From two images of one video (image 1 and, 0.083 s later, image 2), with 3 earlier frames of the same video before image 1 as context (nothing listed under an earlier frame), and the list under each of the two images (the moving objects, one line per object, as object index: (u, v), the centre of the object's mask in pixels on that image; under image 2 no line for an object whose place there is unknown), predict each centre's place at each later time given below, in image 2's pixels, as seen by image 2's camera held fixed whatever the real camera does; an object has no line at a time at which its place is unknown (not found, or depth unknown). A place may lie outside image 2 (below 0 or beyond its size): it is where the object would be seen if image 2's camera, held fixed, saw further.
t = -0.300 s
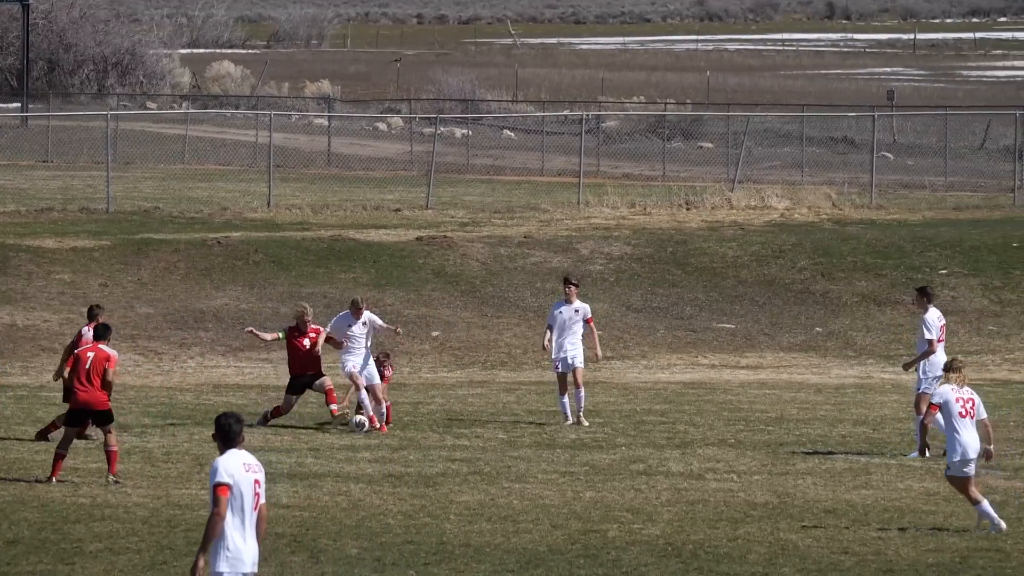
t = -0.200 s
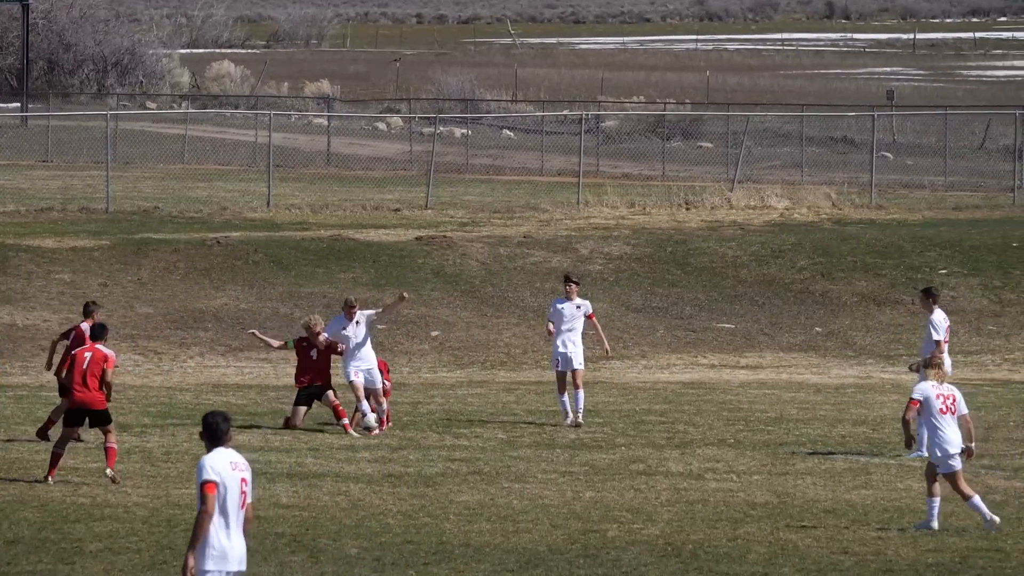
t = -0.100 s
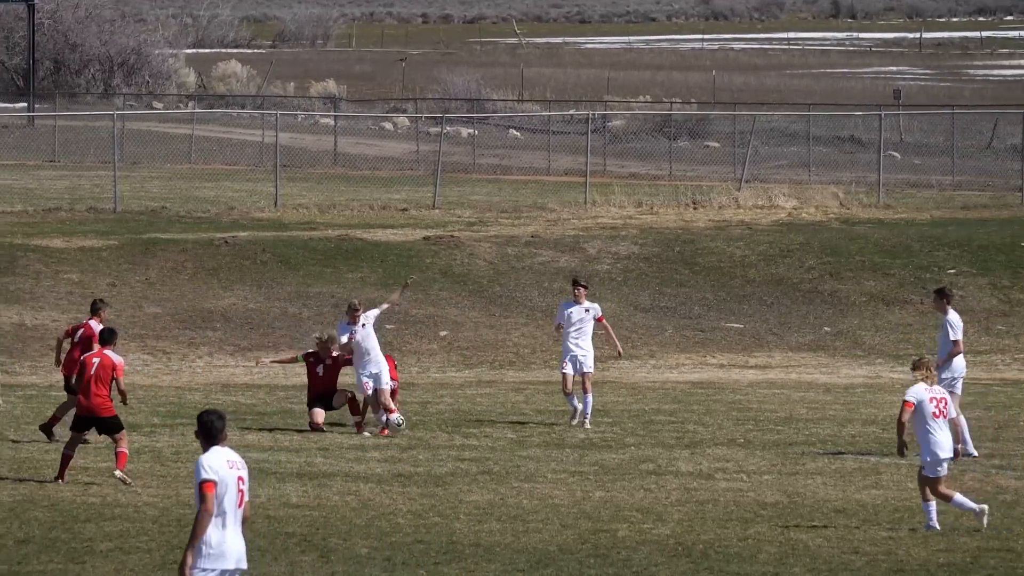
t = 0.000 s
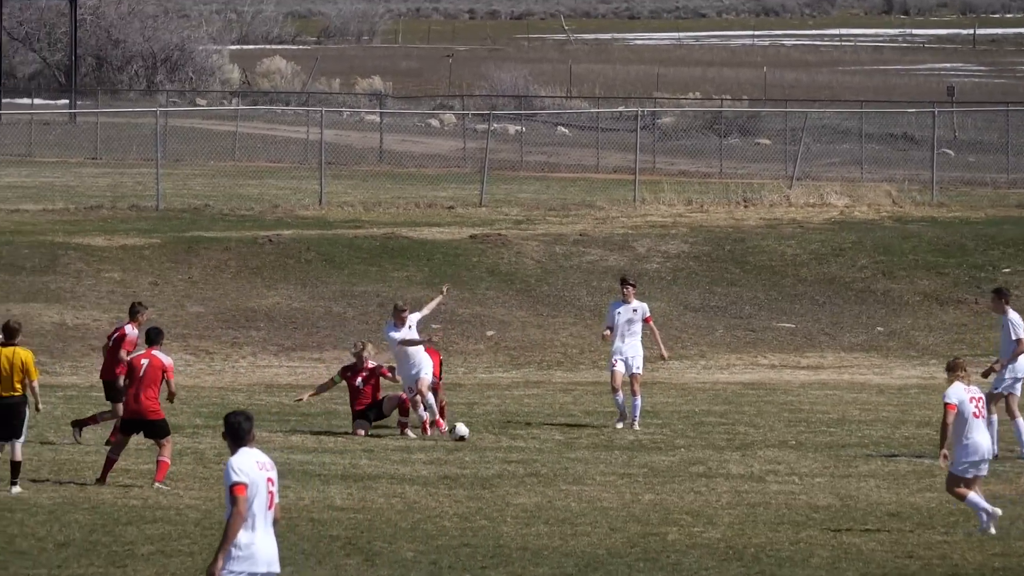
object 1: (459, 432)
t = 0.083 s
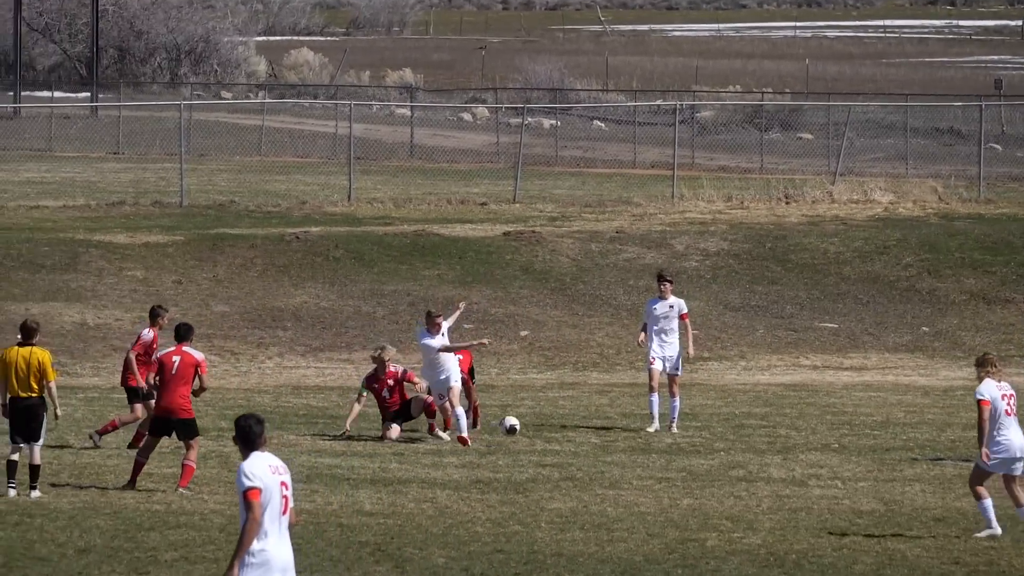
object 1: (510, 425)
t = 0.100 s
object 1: (514, 425)
